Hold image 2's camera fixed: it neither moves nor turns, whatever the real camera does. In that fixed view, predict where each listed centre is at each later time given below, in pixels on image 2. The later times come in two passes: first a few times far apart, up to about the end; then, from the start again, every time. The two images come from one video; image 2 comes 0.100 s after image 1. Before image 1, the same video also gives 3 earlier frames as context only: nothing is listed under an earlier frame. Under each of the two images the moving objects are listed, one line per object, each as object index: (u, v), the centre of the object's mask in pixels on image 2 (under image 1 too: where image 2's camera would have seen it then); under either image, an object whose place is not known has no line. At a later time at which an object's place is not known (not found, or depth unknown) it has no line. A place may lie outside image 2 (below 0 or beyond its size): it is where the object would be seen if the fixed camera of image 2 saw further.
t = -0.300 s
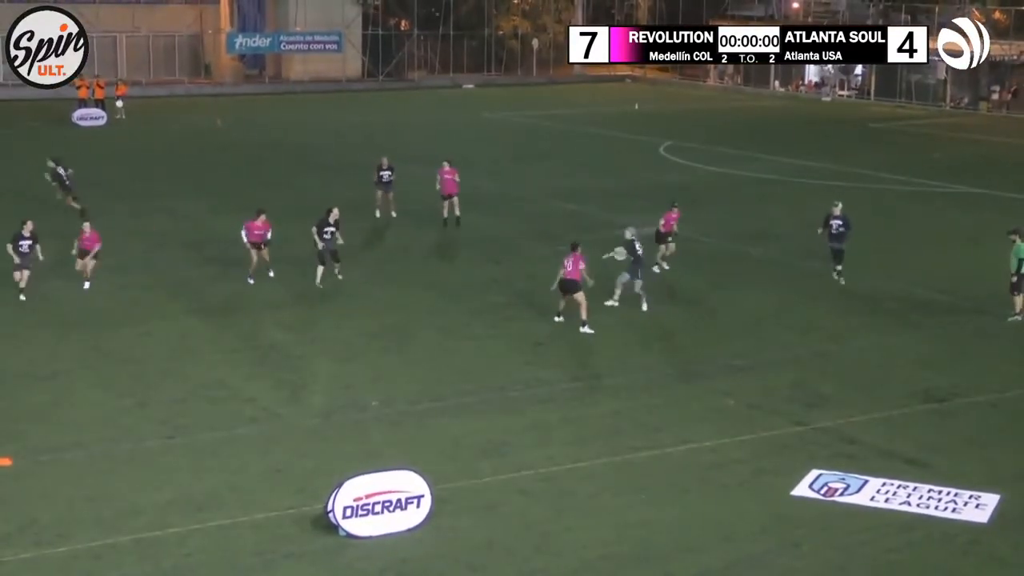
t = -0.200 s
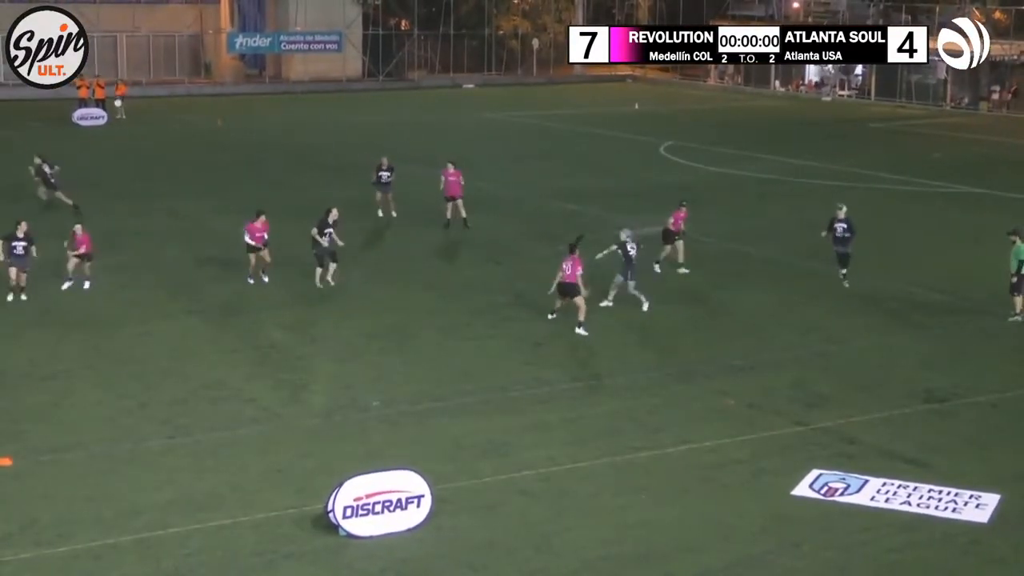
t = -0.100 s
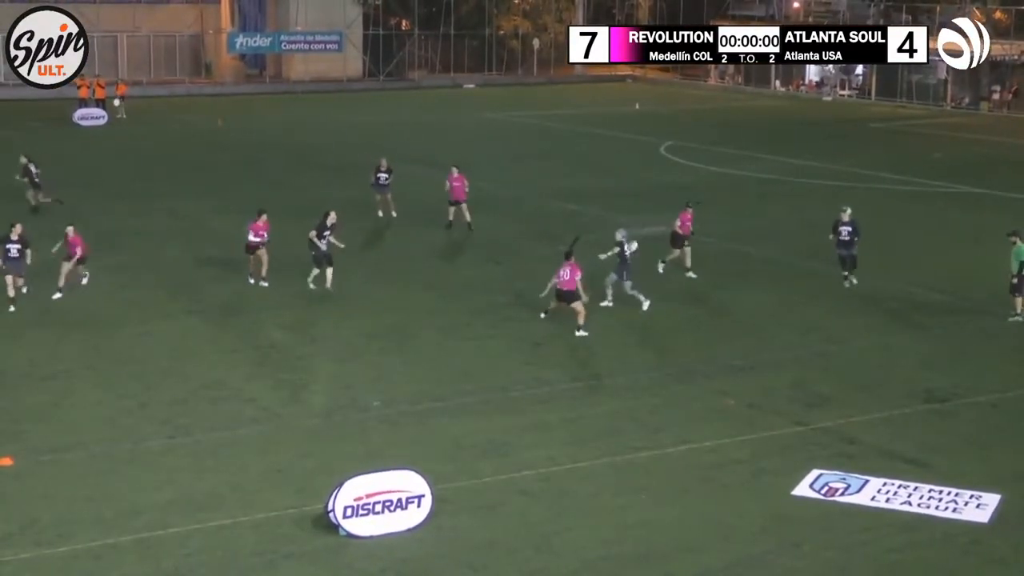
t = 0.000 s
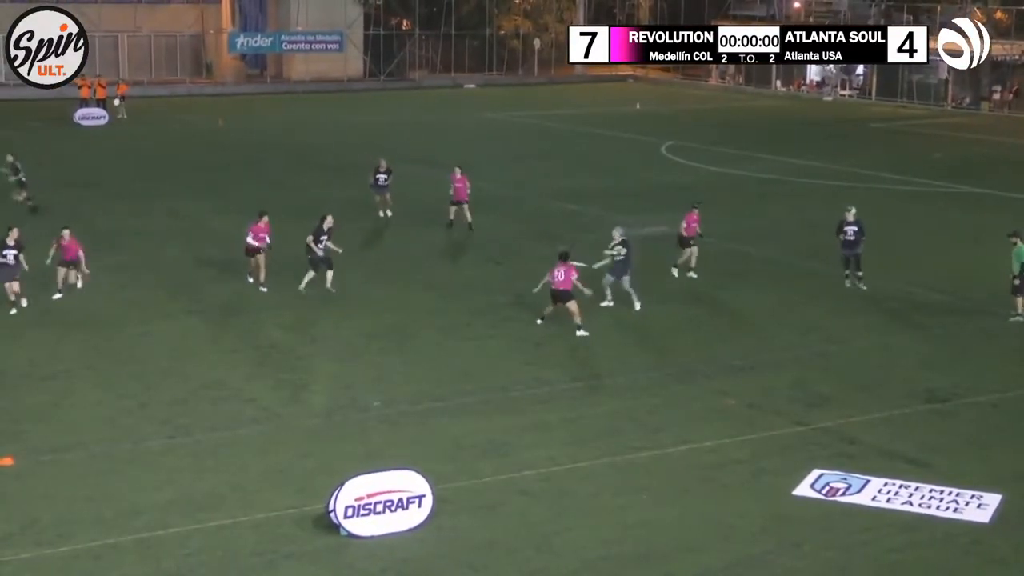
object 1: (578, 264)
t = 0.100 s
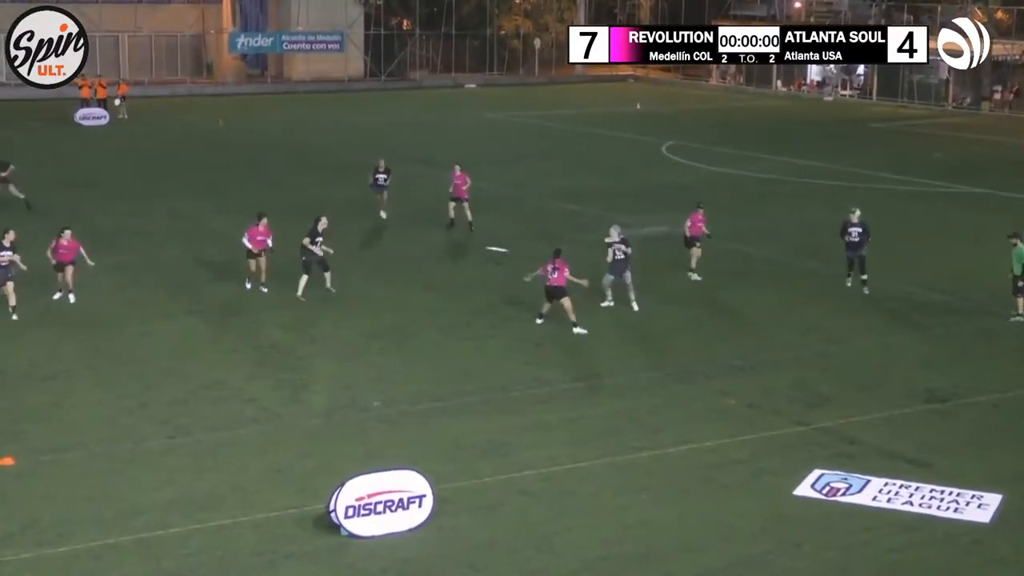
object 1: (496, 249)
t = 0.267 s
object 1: (352, 231)
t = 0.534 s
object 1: (102, 209)
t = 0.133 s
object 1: (469, 245)
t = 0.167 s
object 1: (441, 241)
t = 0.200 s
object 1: (412, 237)
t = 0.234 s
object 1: (382, 234)
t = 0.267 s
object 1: (352, 231)
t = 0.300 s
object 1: (324, 227)
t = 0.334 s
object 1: (289, 223)
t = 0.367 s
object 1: (264, 220)
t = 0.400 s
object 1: (232, 218)
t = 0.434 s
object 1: (201, 216)
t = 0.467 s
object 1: (168, 213)
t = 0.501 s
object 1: (135, 211)
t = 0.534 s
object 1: (102, 209)
